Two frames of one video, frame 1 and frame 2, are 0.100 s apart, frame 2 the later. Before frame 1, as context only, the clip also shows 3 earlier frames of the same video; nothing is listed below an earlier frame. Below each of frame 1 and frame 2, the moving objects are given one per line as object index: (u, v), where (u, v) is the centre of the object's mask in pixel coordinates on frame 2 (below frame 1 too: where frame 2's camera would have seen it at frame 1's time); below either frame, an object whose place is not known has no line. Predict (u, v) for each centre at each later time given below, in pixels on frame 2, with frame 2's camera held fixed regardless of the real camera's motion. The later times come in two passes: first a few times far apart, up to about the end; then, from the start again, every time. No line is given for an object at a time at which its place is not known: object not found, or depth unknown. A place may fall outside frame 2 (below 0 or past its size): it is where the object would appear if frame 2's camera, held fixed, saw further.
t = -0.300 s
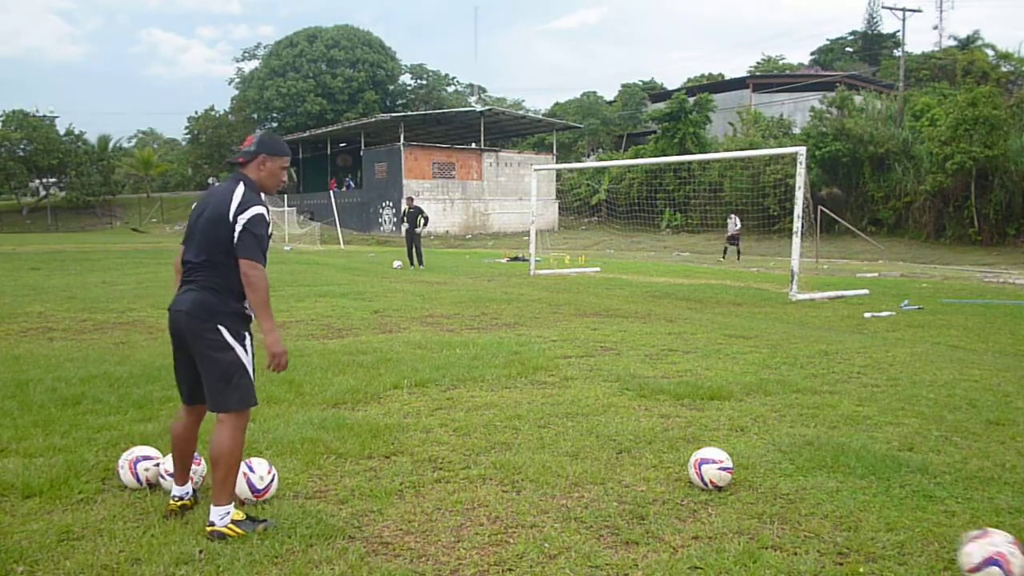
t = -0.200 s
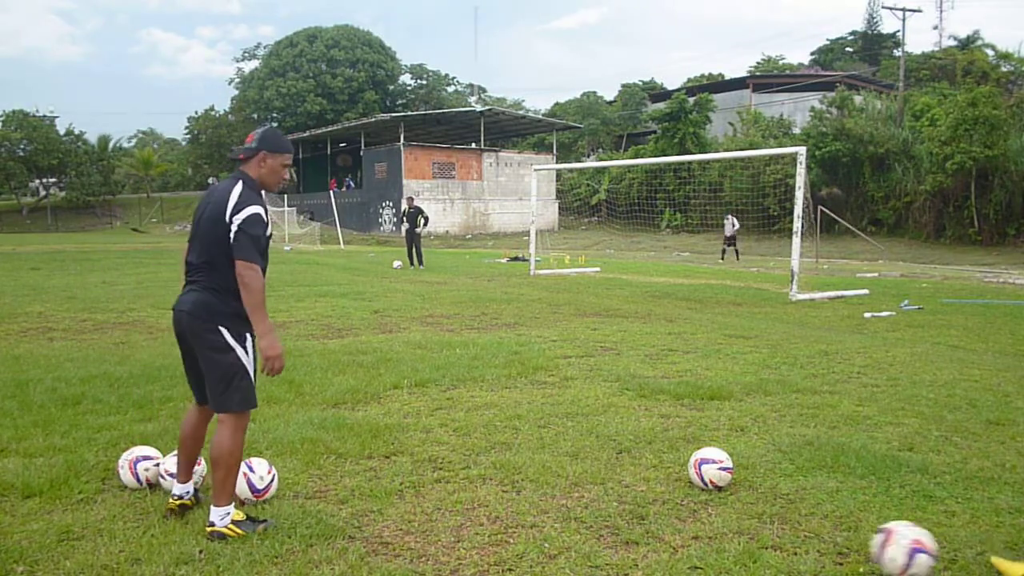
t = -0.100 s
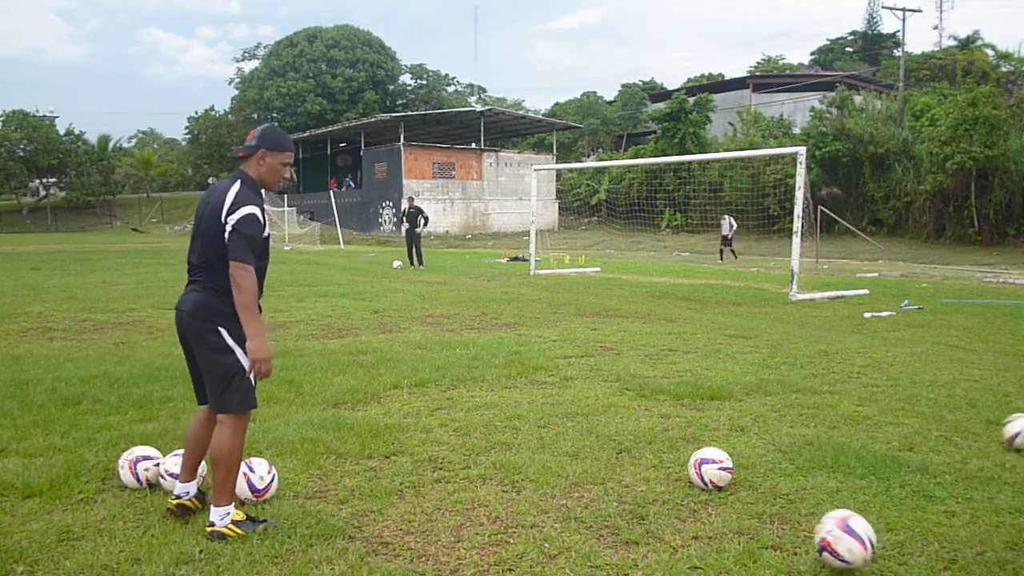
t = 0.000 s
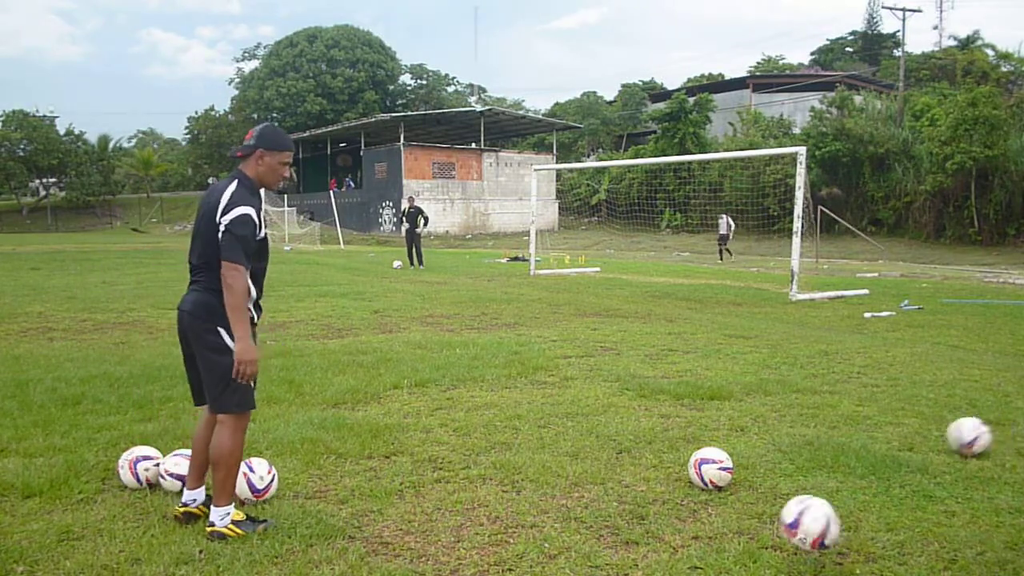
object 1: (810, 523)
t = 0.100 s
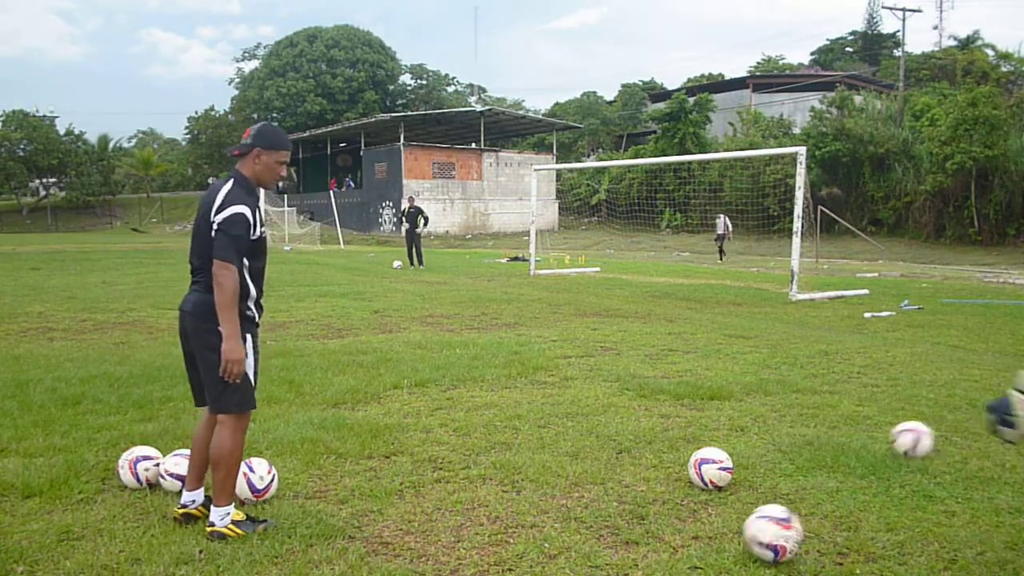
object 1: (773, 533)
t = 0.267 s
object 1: (721, 524)
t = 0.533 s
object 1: (642, 521)
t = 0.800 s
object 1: (575, 515)
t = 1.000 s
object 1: (538, 508)
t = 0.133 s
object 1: (761, 537)
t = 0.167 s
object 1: (751, 530)
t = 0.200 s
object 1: (740, 526)
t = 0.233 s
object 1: (731, 524)
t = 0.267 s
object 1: (721, 524)
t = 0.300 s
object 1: (712, 526)
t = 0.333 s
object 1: (701, 529)
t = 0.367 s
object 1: (691, 526)
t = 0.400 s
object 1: (681, 525)
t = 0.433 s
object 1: (670, 526)
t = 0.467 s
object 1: (661, 525)
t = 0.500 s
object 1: (652, 522)
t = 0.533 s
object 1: (642, 521)
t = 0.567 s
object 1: (632, 523)
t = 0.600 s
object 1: (623, 525)
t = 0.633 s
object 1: (614, 523)
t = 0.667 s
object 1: (605, 523)
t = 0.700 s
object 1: (597, 520)
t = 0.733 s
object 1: (589, 518)
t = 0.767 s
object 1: (582, 516)
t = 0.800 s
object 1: (575, 515)
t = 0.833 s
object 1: (568, 514)
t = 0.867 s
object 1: (562, 513)
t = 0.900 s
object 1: (555, 512)
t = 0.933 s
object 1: (550, 510)
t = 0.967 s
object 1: (544, 509)
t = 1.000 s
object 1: (538, 508)
